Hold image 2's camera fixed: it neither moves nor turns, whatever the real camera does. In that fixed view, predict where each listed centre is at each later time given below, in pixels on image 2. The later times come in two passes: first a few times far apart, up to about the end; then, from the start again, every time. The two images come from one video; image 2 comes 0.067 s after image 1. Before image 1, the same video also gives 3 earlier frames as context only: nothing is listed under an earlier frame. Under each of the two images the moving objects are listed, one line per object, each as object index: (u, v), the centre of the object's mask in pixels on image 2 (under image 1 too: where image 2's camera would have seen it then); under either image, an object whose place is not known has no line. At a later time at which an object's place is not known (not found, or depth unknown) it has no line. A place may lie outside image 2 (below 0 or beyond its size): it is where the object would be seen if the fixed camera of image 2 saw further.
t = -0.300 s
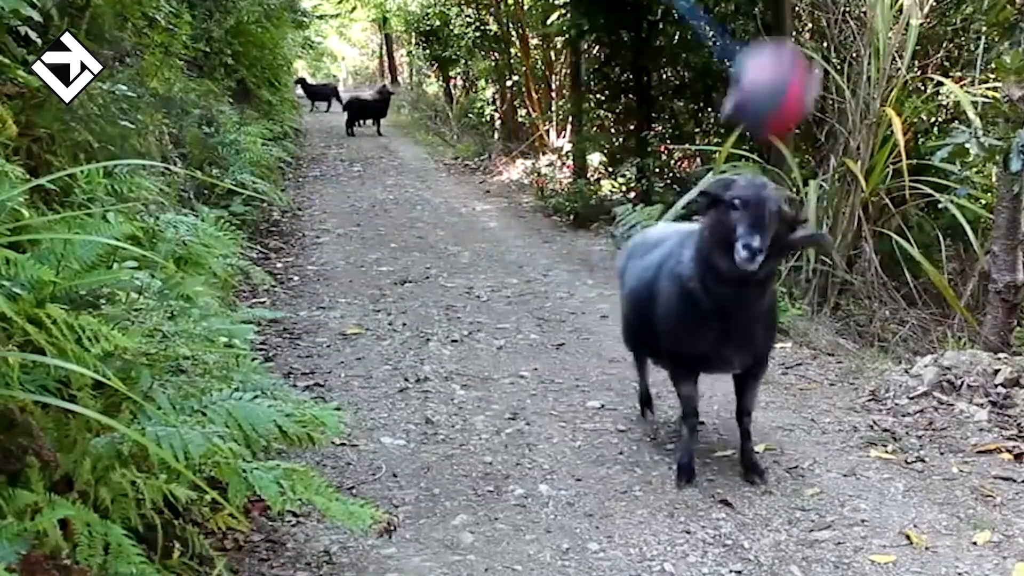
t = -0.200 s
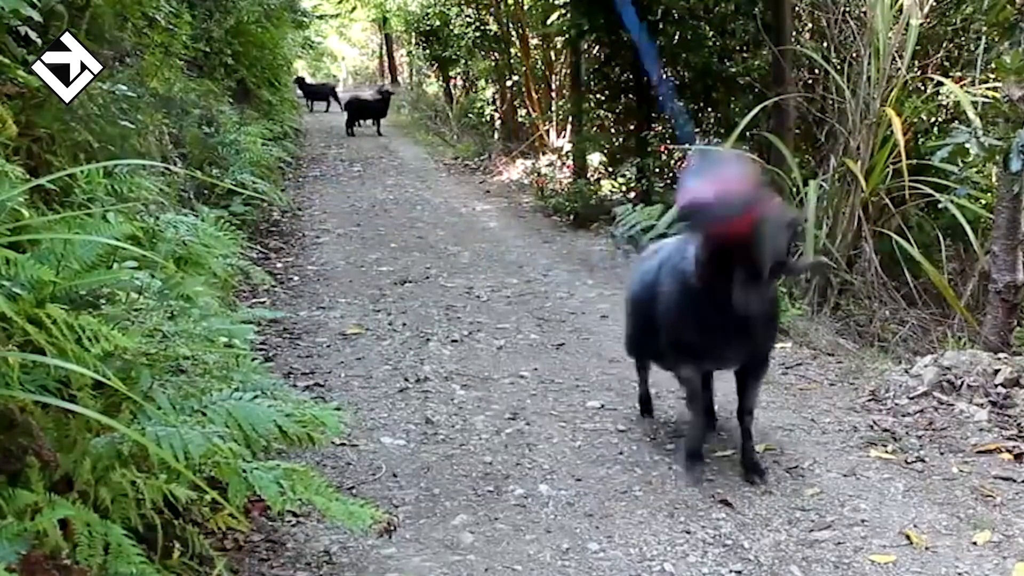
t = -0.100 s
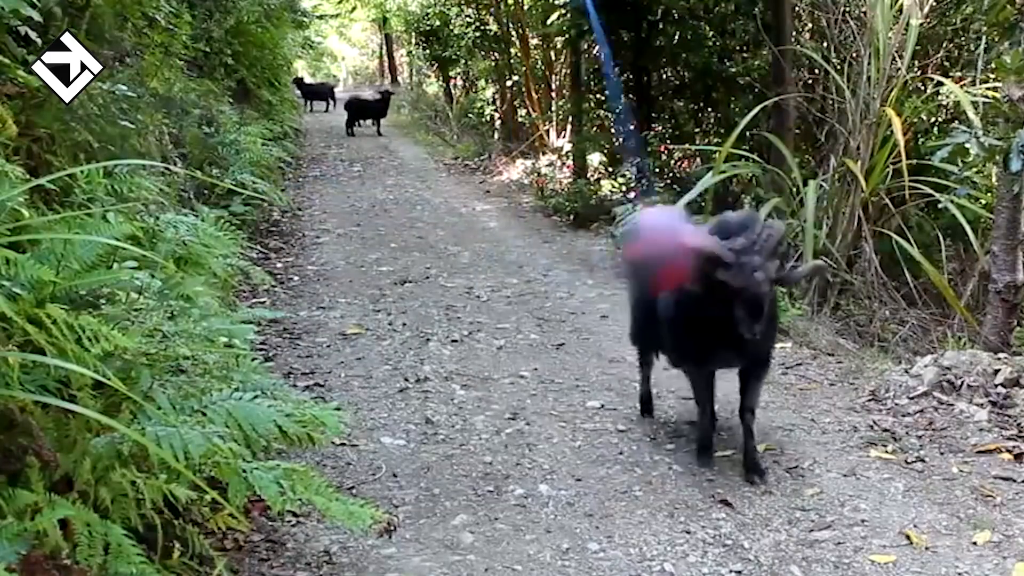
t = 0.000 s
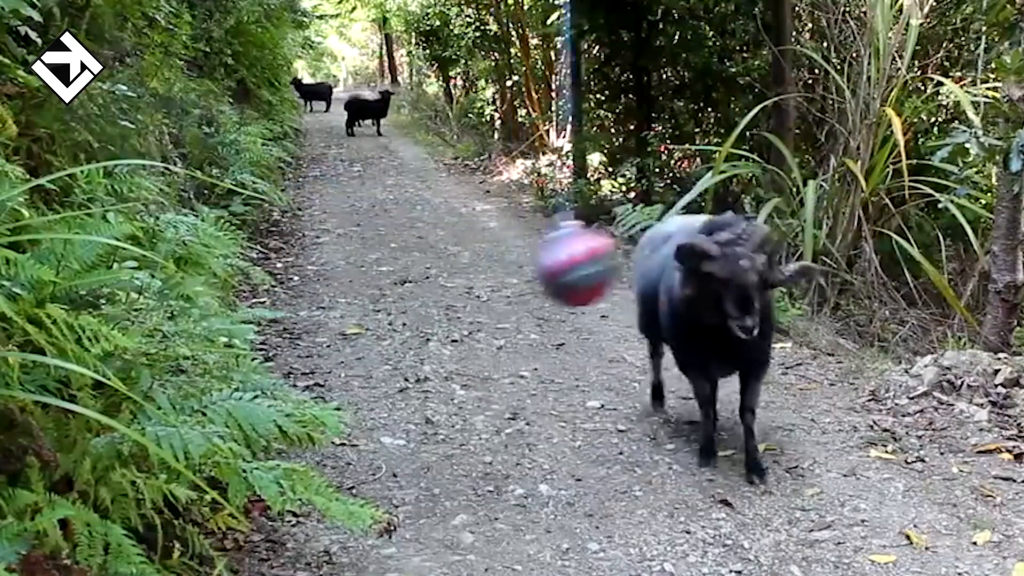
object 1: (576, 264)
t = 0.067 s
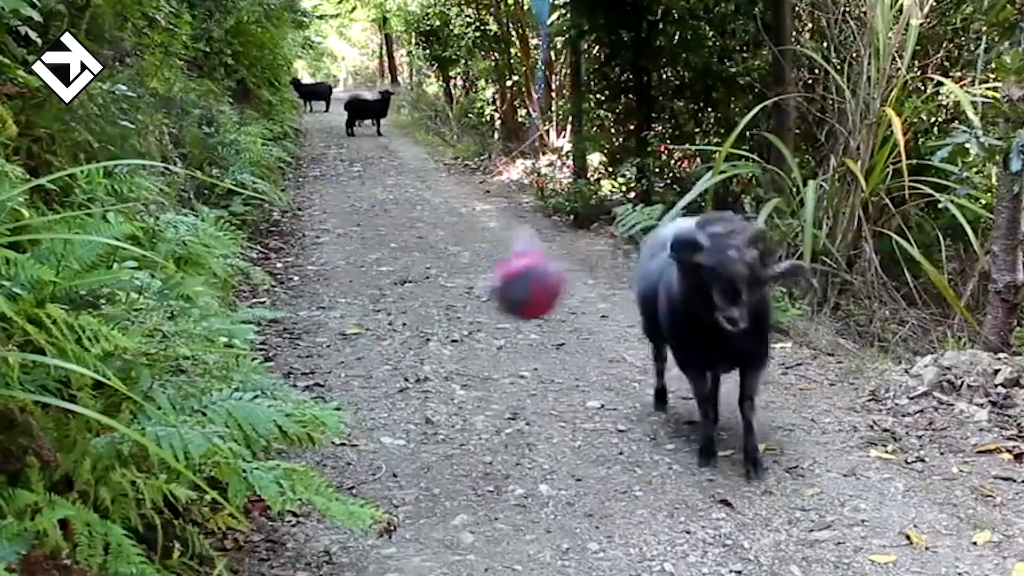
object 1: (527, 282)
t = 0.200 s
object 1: (448, 302)
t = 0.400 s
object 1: (394, 276)
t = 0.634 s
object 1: (419, 198)
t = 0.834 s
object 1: (471, 115)
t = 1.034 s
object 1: (530, 62)
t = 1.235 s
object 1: (575, 60)
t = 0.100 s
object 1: (506, 286)
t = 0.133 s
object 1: (484, 295)
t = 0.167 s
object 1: (464, 299)
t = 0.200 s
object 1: (448, 302)
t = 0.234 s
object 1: (435, 302)
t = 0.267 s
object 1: (424, 299)
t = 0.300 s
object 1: (414, 296)
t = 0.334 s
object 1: (405, 291)
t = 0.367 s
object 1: (398, 285)
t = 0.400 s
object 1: (394, 276)
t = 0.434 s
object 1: (393, 268)
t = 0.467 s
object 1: (392, 259)
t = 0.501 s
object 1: (395, 248)
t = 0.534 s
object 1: (399, 236)
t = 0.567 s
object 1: (406, 227)
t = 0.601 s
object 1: (412, 214)
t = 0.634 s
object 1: (419, 198)
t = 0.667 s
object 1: (427, 182)
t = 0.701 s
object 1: (435, 167)
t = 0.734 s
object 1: (444, 154)
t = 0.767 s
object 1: (453, 140)
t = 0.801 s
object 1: (463, 128)
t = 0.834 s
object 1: (471, 115)
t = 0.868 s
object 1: (484, 99)
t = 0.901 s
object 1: (491, 92)
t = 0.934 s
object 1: (501, 81)
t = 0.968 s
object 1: (511, 73)
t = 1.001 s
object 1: (522, 66)
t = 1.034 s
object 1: (530, 62)
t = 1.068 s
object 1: (542, 57)
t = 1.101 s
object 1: (549, 55)
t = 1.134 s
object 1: (558, 55)
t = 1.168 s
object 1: (564, 56)
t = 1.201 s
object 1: (570, 56)
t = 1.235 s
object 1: (575, 60)
